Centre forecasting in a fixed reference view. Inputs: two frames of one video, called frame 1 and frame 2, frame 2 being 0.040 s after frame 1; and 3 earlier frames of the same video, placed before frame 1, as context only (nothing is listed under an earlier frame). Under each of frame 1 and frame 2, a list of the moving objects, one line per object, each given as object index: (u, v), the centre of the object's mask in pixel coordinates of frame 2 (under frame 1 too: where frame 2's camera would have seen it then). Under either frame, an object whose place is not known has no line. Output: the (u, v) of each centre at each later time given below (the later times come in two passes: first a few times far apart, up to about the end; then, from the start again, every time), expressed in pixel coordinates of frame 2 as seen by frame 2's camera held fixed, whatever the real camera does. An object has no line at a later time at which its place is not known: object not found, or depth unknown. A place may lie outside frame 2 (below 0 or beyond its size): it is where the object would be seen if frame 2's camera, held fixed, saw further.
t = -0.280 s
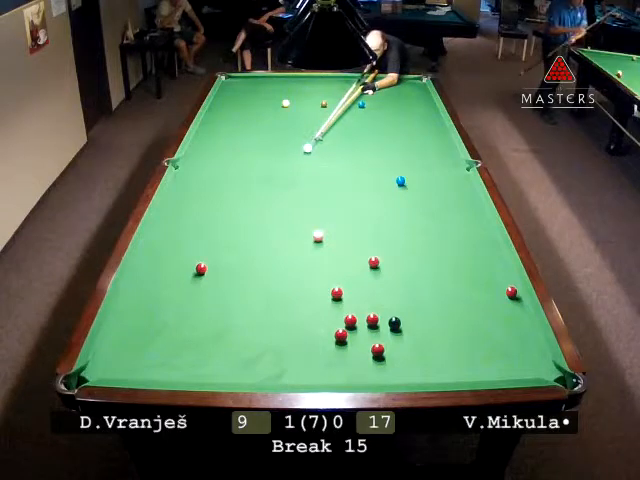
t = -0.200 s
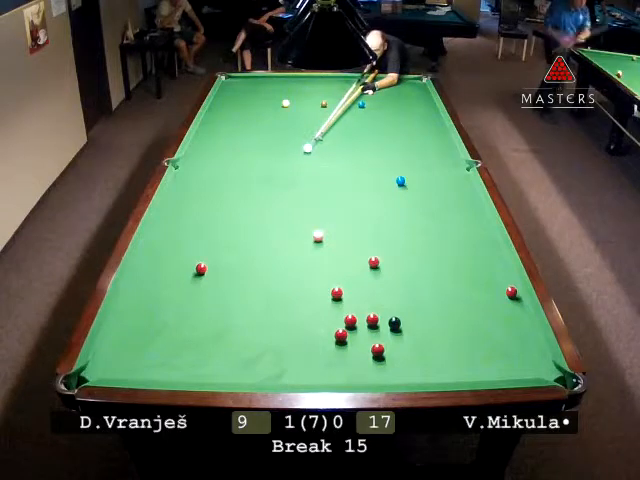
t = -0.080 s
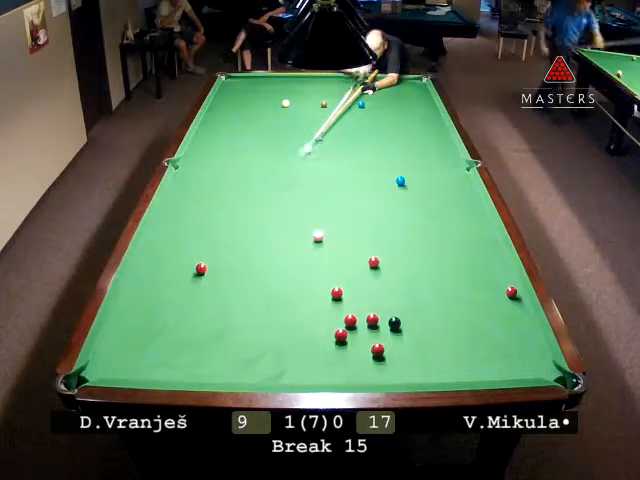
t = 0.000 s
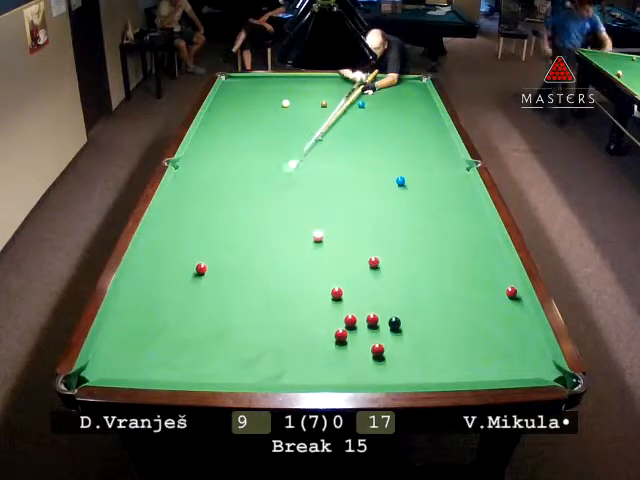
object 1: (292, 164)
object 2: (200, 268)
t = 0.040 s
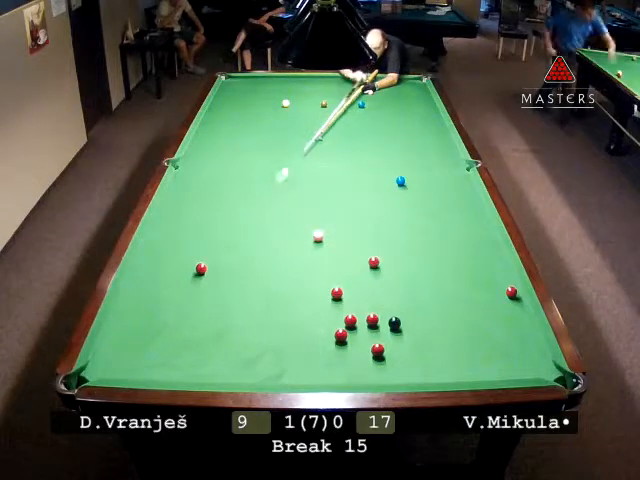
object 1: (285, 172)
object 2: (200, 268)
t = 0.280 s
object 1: (229, 237)
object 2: (200, 268)
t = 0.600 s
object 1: (218, 278)
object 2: (117, 341)
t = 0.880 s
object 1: (219, 311)
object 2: (113, 358)
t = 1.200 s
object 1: (219, 352)
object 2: (140, 315)
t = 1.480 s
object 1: (224, 367)
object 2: (160, 285)
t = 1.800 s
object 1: (237, 337)
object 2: (180, 256)
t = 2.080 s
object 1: (246, 316)
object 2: (196, 235)
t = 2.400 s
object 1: (255, 295)
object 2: (211, 214)
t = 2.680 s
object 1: (262, 279)
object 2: (223, 199)
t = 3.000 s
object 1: (270, 263)
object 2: (235, 184)
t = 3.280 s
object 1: (276, 252)
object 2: (245, 173)
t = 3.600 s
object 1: (280, 240)
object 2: (254, 162)
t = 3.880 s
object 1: (284, 232)
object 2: (261, 153)
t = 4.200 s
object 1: (289, 224)
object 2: (268, 145)
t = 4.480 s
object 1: (291, 218)
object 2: (273, 138)
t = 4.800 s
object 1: (294, 213)
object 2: (278, 132)
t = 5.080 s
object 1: (295, 210)
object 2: (282, 129)
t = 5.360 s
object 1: (296, 207)
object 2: (285, 124)
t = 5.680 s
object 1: (297, 206)
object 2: (289, 121)
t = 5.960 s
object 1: (297, 205)
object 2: (292, 117)
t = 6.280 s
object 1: (298, 205)
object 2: (294, 115)
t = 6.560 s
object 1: (298, 205)
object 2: (296, 114)
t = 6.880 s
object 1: (298, 205)
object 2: (298, 112)
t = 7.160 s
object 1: (298, 205)
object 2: (298, 111)
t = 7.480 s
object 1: (298, 205)
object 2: (298, 111)
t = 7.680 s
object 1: (298, 205)
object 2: (299, 111)
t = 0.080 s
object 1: (276, 182)
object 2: (200, 268)
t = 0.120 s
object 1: (265, 195)
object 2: (200, 268)
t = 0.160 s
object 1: (257, 204)
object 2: (200, 268)
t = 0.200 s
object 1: (248, 214)
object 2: (200, 268)
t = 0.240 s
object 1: (238, 226)
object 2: (200, 268)
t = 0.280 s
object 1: (229, 237)
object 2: (200, 268)
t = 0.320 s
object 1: (217, 250)
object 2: (200, 268)
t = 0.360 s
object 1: (209, 261)
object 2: (199, 270)
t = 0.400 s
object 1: (211, 264)
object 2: (183, 283)
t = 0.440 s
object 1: (213, 265)
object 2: (169, 296)
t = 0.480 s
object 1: (215, 268)
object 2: (154, 308)
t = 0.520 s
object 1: (217, 271)
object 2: (142, 319)
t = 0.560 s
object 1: (218, 274)
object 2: (131, 328)
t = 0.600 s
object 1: (218, 278)
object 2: (117, 341)
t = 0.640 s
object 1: (219, 282)
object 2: (105, 351)
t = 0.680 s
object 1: (219, 287)
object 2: (97, 359)
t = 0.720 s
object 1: (219, 291)
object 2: (100, 367)
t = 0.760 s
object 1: (219, 297)
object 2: (103, 372)
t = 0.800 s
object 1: (219, 301)
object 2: (106, 369)
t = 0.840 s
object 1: (219, 306)
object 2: (110, 363)
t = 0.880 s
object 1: (219, 311)
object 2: (113, 358)
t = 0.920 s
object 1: (219, 316)
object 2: (117, 351)
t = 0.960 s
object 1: (219, 321)
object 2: (120, 346)
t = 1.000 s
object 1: (219, 326)
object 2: (124, 340)
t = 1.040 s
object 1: (219, 331)
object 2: (127, 335)
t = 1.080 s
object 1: (219, 336)
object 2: (131, 330)
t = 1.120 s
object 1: (219, 341)
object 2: (134, 326)
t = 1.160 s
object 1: (219, 347)
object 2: (137, 320)
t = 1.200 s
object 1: (219, 352)
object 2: (140, 315)
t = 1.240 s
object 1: (220, 357)
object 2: (143, 311)
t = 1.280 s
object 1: (220, 363)
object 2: (146, 307)
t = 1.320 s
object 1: (220, 369)
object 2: (149, 302)
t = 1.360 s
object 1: (220, 373)
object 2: (152, 298)
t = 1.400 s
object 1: (221, 374)
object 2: (154, 294)
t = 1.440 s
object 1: (223, 370)
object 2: (157, 289)
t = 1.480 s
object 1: (224, 367)
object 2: (160, 285)
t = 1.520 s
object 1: (226, 363)
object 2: (163, 281)
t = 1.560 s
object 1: (228, 359)
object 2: (165, 277)
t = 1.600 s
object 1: (229, 355)
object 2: (168, 273)
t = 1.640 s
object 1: (231, 352)
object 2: (170, 270)
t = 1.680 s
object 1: (232, 348)
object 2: (173, 266)
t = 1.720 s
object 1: (234, 344)
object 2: (175, 263)
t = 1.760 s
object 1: (236, 341)
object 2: (178, 260)
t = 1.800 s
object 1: (237, 337)
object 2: (180, 256)
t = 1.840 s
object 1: (238, 334)
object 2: (183, 253)
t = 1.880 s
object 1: (240, 331)
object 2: (185, 250)
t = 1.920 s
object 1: (241, 328)
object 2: (187, 247)
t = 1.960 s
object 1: (243, 324)
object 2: (189, 244)
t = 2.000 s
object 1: (244, 322)
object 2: (191, 241)
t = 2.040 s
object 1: (245, 319)
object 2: (194, 238)
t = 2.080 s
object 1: (246, 316)
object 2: (196, 235)
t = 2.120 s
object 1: (248, 313)
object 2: (198, 232)
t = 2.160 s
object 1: (249, 310)
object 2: (200, 229)
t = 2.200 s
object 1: (250, 307)
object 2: (202, 227)
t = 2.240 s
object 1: (251, 305)
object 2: (204, 224)
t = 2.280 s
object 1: (252, 302)
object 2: (206, 221)
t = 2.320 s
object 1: (253, 299)
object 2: (208, 219)
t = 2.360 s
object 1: (254, 297)
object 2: (209, 216)
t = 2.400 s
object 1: (255, 295)
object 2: (211, 214)
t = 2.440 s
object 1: (256, 292)
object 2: (213, 212)
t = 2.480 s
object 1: (257, 290)
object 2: (215, 209)
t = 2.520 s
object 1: (258, 287)
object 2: (216, 207)
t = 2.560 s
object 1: (259, 285)
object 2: (218, 205)
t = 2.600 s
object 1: (261, 283)
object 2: (220, 203)
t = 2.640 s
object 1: (261, 281)
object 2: (222, 201)
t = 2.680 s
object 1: (262, 279)
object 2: (223, 199)
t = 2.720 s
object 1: (263, 277)
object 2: (225, 197)
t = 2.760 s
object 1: (264, 274)
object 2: (226, 196)
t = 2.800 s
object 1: (265, 272)
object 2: (228, 192)
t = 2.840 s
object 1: (266, 271)
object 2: (230, 191)
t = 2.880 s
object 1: (267, 269)
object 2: (231, 189)
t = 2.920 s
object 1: (268, 267)
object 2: (232, 188)
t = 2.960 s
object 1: (269, 265)
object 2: (234, 186)
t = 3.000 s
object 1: (270, 263)
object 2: (235, 184)
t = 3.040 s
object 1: (270, 262)
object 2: (237, 182)
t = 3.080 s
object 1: (271, 261)
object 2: (238, 181)
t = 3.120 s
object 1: (272, 259)
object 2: (239, 179)
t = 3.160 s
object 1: (273, 258)
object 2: (241, 178)
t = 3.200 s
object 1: (274, 255)
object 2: (242, 176)
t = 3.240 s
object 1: (274, 254)
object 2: (243, 174)
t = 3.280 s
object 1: (276, 252)
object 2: (245, 173)
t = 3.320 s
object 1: (276, 250)
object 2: (246, 171)
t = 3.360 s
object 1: (277, 249)
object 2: (247, 170)
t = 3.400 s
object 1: (277, 247)
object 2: (248, 168)
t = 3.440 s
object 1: (278, 246)
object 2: (250, 167)
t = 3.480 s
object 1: (278, 244)
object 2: (250, 166)
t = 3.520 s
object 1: (279, 243)
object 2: (252, 164)
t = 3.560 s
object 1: (280, 241)
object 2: (253, 163)
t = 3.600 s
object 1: (280, 240)
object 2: (254, 162)
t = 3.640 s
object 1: (281, 239)
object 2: (254, 160)
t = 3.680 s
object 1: (281, 238)
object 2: (256, 159)
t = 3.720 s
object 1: (282, 236)
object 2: (257, 159)
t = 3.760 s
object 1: (282, 236)
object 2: (258, 157)
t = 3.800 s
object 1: (283, 234)
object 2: (259, 155)
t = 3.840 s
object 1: (283, 233)
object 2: (260, 154)
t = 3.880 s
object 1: (284, 232)
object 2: (261, 153)
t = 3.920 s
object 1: (285, 231)
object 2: (262, 152)
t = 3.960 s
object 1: (285, 230)
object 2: (263, 151)
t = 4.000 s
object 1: (286, 229)
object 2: (264, 150)
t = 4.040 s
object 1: (286, 228)
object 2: (265, 149)
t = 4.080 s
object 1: (287, 227)
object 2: (266, 148)
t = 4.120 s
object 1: (288, 226)
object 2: (266, 147)
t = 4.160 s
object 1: (288, 225)
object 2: (267, 146)
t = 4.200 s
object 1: (289, 224)
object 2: (268, 145)
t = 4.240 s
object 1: (289, 223)
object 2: (268, 144)
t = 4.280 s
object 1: (289, 222)
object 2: (269, 144)
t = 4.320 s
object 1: (290, 221)
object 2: (270, 143)
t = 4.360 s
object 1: (290, 221)
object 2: (271, 141)
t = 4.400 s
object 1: (291, 220)
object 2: (272, 140)
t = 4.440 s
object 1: (291, 219)
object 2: (272, 139)
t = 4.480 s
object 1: (291, 218)
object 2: (273, 138)
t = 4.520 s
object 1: (291, 218)
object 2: (274, 138)
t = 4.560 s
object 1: (292, 217)
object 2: (274, 137)
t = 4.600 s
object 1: (292, 217)
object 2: (275, 136)
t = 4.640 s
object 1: (293, 215)
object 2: (276, 135)
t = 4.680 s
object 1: (293, 215)
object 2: (276, 135)
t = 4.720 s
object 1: (293, 214)
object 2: (277, 134)
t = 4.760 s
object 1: (293, 214)
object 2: (278, 133)
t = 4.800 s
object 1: (294, 213)
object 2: (278, 132)
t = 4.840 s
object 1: (294, 213)
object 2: (278, 132)
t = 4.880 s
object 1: (294, 212)
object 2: (279, 131)
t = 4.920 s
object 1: (294, 212)
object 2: (279, 131)
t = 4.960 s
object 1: (294, 211)
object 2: (280, 130)
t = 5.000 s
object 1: (295, 211)
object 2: (281, 130)
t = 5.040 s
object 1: (295, 210)
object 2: (281, 130)
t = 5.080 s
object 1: (295, 210)
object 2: (282, 129)
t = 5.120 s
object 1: (295, 210)
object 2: (283, 127)
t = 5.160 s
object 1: (295, 209)
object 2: (283, 127)
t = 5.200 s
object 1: (296, 209)
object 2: (284, 126)
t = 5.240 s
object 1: (296, 209)
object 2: (284, 126)
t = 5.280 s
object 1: (296, 208)
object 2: (285, 125)
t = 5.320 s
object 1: (296, 208)
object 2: (285, 125)
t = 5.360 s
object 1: (296, 207)
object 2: (285, 124)
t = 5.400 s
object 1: (296, 207)
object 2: (286, 123)
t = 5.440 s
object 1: (296, 207)
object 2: (286, 123)
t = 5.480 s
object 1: (296, 207)
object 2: (287, 123)
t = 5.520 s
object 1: (296, 207)
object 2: (287, 123)
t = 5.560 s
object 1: (297, 206)
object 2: (287, 122)
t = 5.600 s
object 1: (297, 206)
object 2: (288, 122)
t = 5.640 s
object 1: (297, 206)
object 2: (289, 121)
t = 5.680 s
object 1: (297, 206)
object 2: (289, 121)
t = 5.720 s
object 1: (297, 206)
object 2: (290, 119)
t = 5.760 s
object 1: (297, 205)
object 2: (290, 119)
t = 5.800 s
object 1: (297, 205)
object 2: (291, 118)
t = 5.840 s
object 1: (297, 205)
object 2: (291, 118)
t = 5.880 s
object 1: (297, 205)
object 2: (291, 118)
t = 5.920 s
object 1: (297, 205)
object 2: (291, 118)
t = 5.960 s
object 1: (297, 205)
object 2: (292, 117)
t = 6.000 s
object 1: (297, 205)
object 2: (293, 116)
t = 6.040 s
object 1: (297, 205)
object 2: (293, 116)
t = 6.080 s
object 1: (297, 205)
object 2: (293, 116)
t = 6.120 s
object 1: (298, 205)
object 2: (293, 116)
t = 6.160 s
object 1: (298, 205)
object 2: (293, 116)
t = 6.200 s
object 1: (298, 205)
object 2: (293, 116)
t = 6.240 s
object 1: (298, 205)
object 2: (294, 115)
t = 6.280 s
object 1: (298, 205)
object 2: (294, 115)
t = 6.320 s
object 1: (298, 205)
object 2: (294, 115)
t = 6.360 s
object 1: (298, 205)
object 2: (295, 115)
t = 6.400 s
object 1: (298, 205)
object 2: (295, 115)
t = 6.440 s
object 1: (298, 205)
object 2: (296, 114)
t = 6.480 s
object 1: (298, 205)
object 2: (296, 114)
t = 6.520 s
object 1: (298, 205)
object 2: (296, 114)
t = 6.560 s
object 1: (298, 205)
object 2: (296, 114)
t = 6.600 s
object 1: (298, 205)
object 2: (297, 113)
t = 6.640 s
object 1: (298, 205)
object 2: (297, 113)
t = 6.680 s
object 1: (298, 205)
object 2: (297, 113)
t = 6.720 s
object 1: (298, 205)
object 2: (297, 113)
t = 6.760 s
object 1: (298, 205)
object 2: (298, 112)
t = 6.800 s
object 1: (298, 205)
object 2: (297, 112)
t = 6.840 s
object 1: (298, 205)
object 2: (297, 112)
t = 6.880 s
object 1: (298, 205)
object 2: (298, 112)
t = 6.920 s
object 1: (298, 205)
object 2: (298, 112)
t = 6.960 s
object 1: (298, 205)
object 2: (298, 112)
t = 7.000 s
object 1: (298, 205)
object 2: (298, 112)
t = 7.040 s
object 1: (298, 205)
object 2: (298, 111)
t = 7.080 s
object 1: (298, 205)
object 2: (298, 111)
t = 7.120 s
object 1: (298, 205)
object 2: (298, 111)
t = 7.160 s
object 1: (298, 205)
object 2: (298, 111)
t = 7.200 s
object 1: (298, 205)
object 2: (298, 111)
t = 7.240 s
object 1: (298, 205)
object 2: (298, 111)
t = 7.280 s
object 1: (298, 205)
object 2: (298, 111)
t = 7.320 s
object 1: (298, 205)
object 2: (298, 111)
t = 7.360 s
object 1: (298, 205)
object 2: (298, 111)
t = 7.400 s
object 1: (298, 205)
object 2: (298, 111)
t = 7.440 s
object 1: (298, 205)
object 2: (298, 111)
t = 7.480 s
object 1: (298, 205)
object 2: (298, 111)
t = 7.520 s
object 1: (298, 205)
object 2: (299, 111)
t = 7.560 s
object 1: (298, 205)
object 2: (299, 111)
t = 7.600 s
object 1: (298, 205)
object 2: (299, 111)
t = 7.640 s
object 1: (298, 205)
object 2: (299, 111)
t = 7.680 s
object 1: (298, 205)
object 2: (299, 111)
